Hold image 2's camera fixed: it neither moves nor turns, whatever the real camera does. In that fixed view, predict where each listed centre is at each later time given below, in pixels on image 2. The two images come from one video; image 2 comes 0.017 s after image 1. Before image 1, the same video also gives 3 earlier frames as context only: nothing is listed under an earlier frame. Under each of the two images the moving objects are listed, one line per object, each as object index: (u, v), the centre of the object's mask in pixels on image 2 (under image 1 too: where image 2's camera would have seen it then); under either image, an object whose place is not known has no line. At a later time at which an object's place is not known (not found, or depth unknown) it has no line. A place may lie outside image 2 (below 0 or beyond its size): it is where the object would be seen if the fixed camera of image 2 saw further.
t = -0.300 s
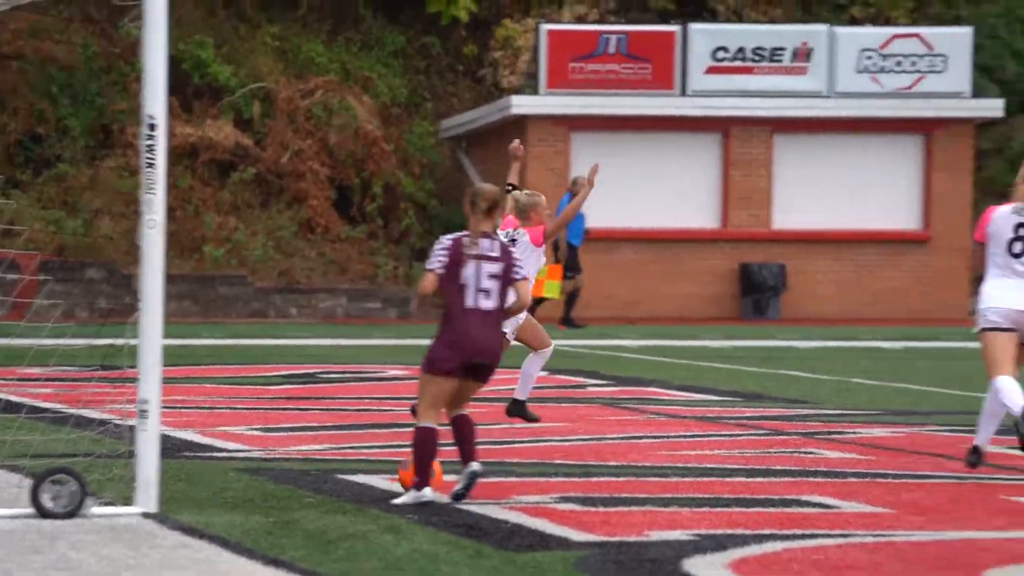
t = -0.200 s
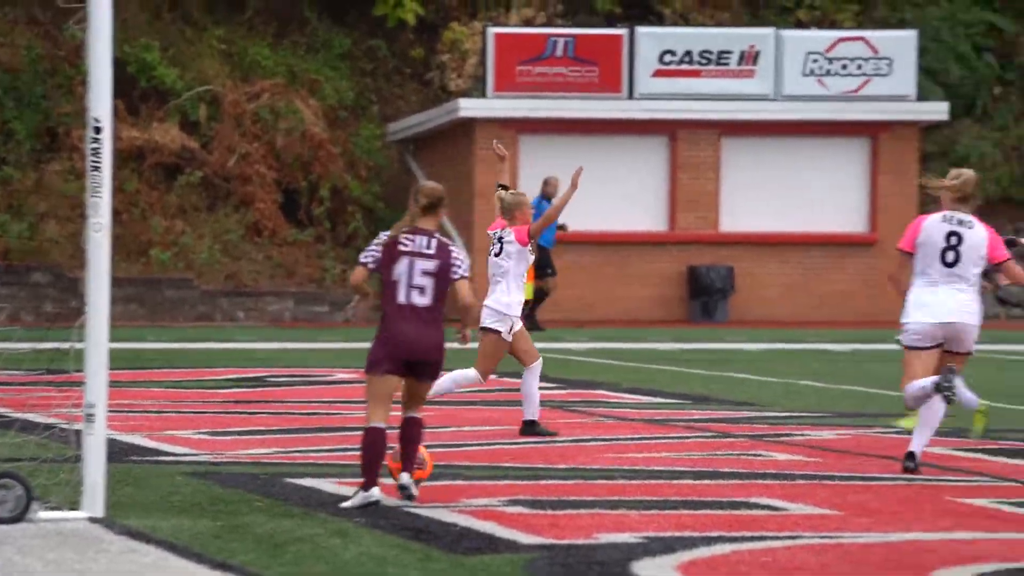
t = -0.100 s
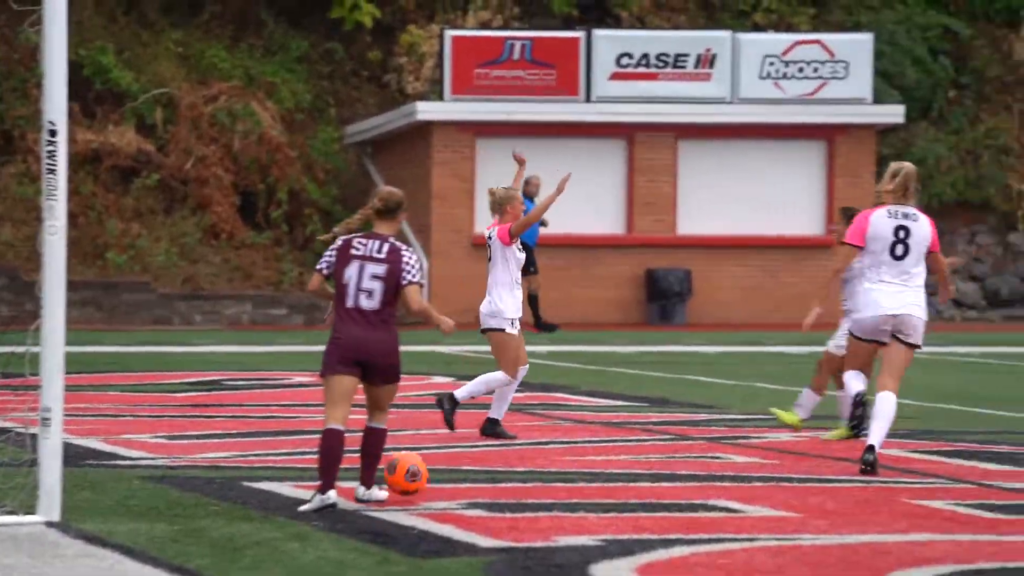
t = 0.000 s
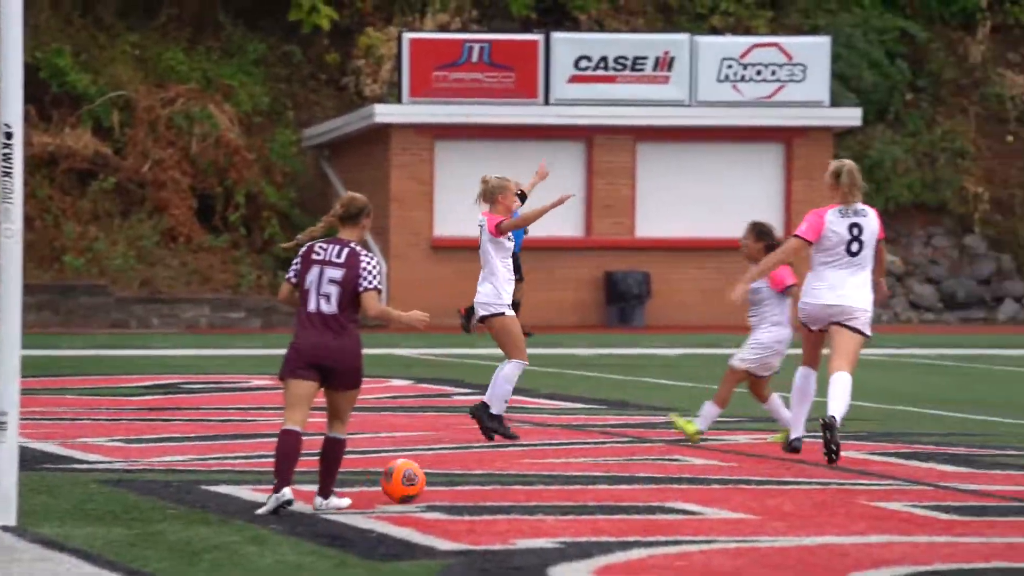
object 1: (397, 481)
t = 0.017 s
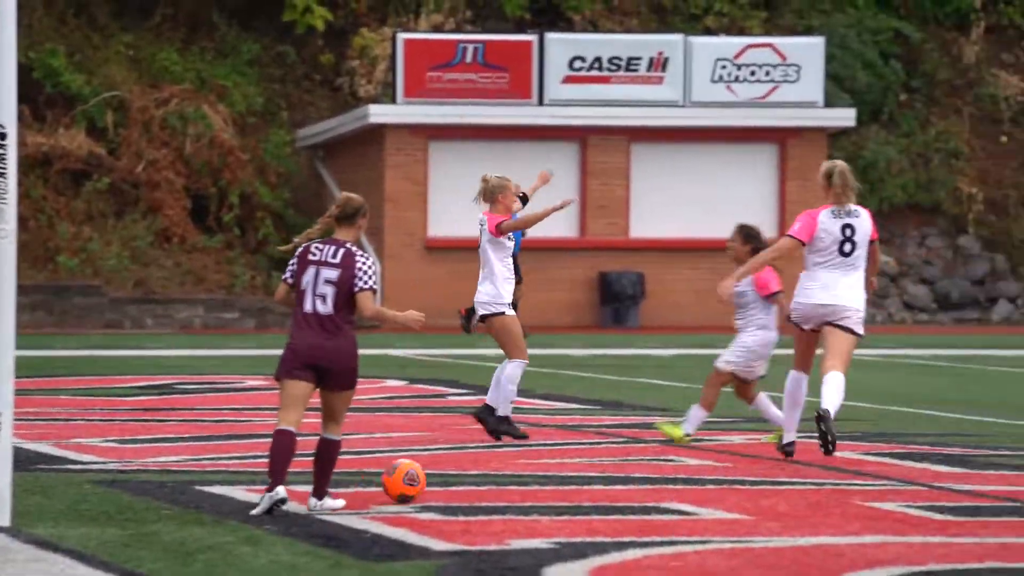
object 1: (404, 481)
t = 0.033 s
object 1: (411, 481)
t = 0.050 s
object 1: (418, 482)
